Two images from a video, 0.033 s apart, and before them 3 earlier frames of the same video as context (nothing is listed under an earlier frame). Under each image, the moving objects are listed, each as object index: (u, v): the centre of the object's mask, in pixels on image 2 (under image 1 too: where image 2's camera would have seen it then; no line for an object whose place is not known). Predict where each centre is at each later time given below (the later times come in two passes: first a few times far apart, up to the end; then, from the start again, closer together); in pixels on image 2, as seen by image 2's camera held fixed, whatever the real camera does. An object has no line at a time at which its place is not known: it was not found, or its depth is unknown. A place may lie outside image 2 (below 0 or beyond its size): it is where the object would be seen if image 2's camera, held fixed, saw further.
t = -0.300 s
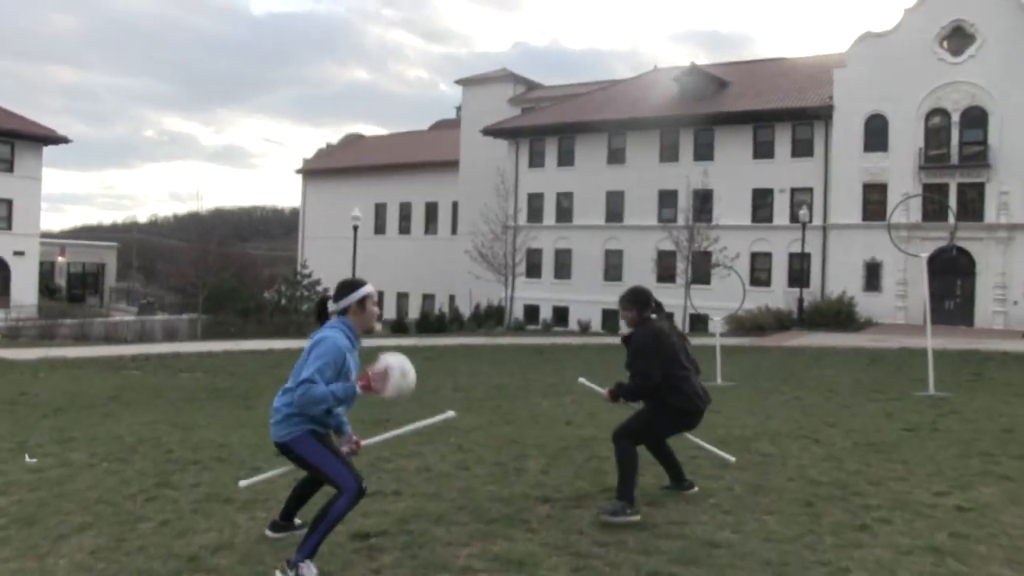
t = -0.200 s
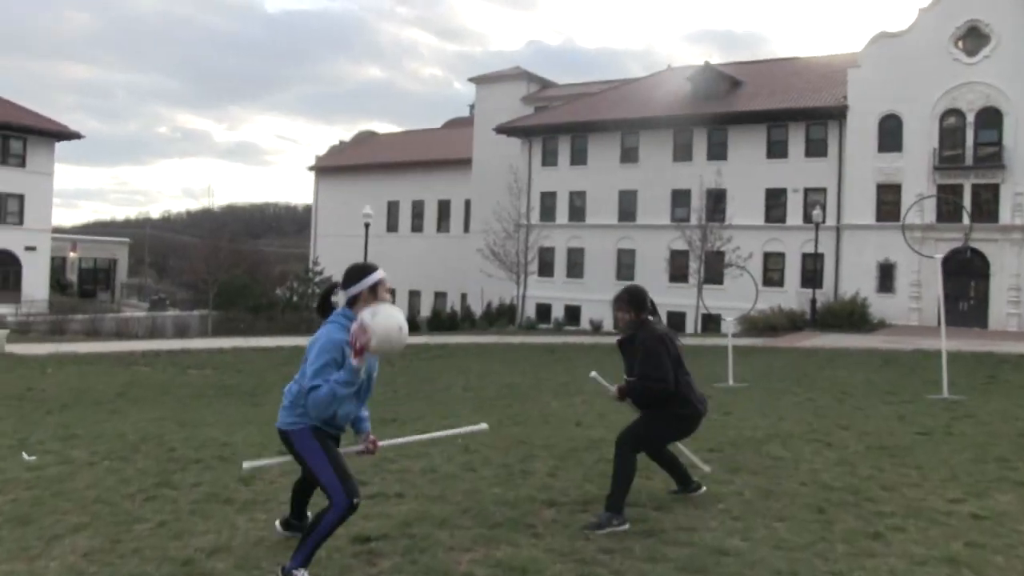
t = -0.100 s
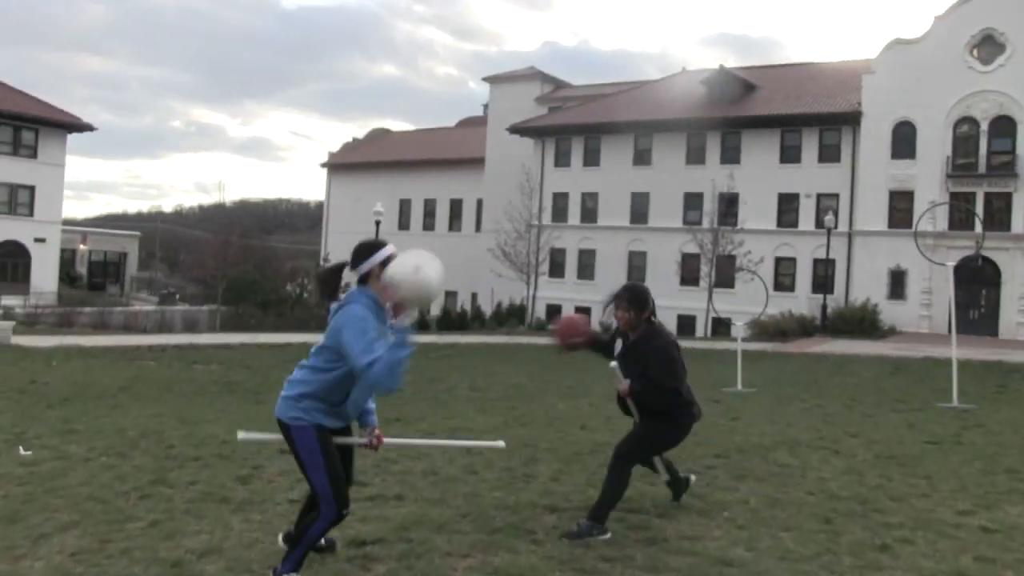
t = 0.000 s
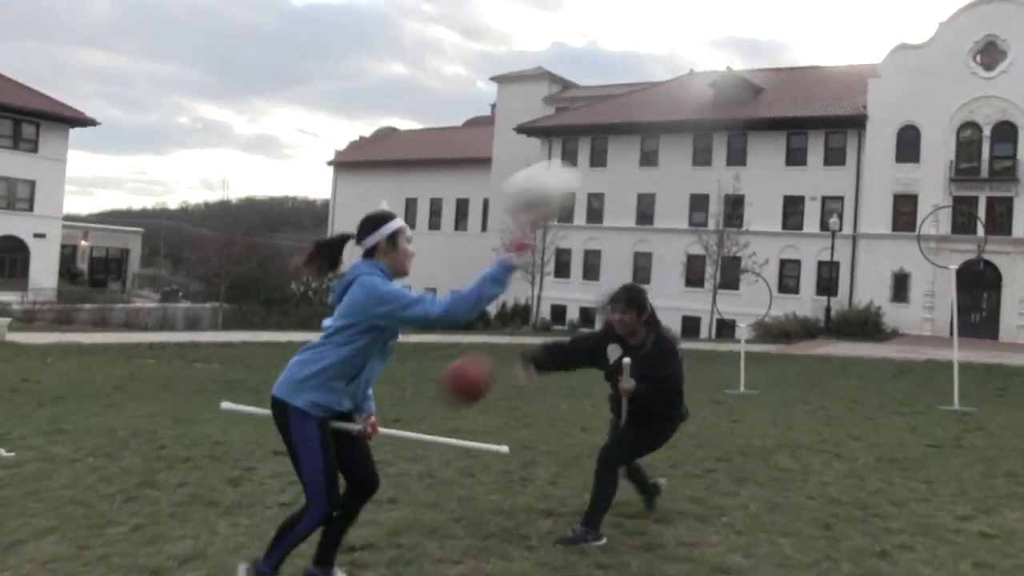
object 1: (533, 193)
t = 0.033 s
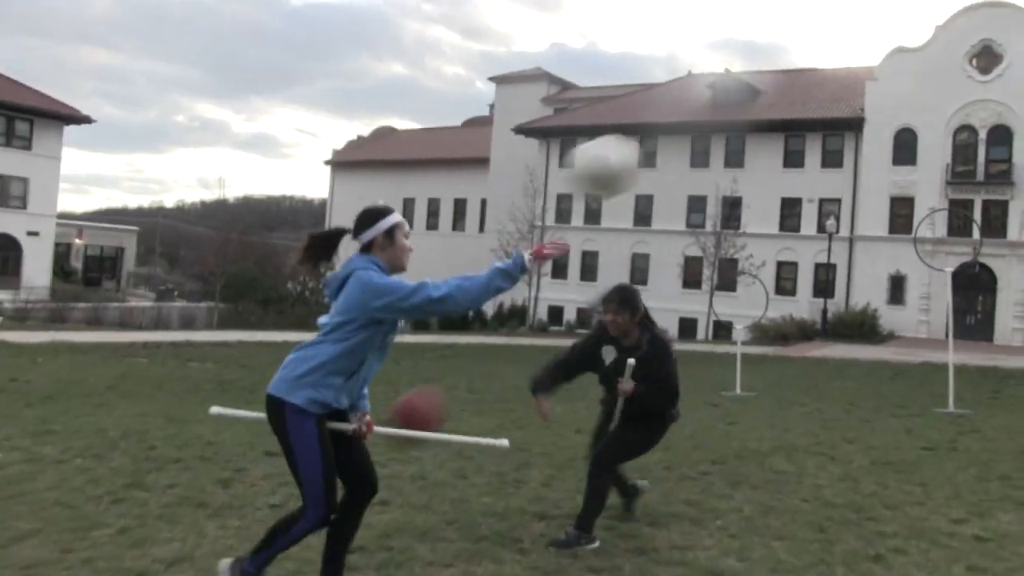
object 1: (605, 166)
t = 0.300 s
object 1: (1108, 72)
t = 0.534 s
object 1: (1498, 156)
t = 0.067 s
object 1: (671, 143)
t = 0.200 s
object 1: (923, 80)
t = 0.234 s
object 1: (984, 74)
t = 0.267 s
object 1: (1045, 71)
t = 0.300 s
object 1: (1108, 72)
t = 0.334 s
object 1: (1168, 76)
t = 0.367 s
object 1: (1230, 83)
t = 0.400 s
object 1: (1288, 92)
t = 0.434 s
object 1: (1343, 106)
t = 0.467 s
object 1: (1398, 120)
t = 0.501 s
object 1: (1448, 138)
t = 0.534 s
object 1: (1498, 156)
